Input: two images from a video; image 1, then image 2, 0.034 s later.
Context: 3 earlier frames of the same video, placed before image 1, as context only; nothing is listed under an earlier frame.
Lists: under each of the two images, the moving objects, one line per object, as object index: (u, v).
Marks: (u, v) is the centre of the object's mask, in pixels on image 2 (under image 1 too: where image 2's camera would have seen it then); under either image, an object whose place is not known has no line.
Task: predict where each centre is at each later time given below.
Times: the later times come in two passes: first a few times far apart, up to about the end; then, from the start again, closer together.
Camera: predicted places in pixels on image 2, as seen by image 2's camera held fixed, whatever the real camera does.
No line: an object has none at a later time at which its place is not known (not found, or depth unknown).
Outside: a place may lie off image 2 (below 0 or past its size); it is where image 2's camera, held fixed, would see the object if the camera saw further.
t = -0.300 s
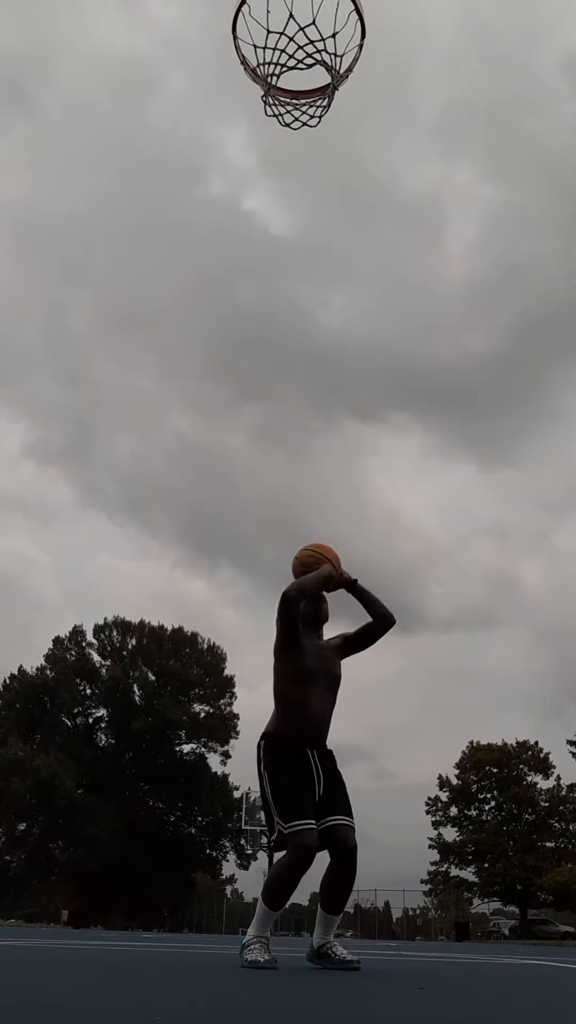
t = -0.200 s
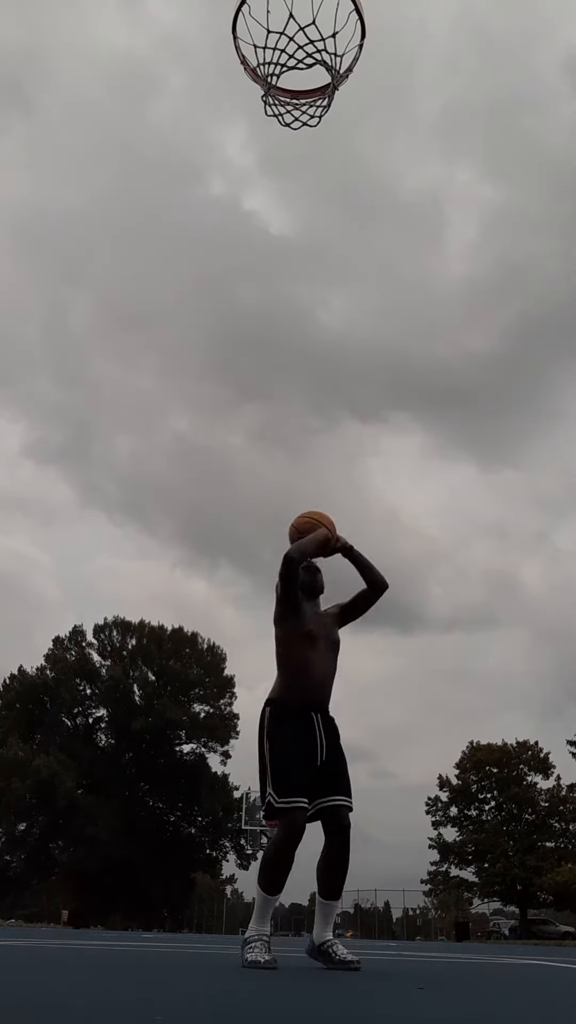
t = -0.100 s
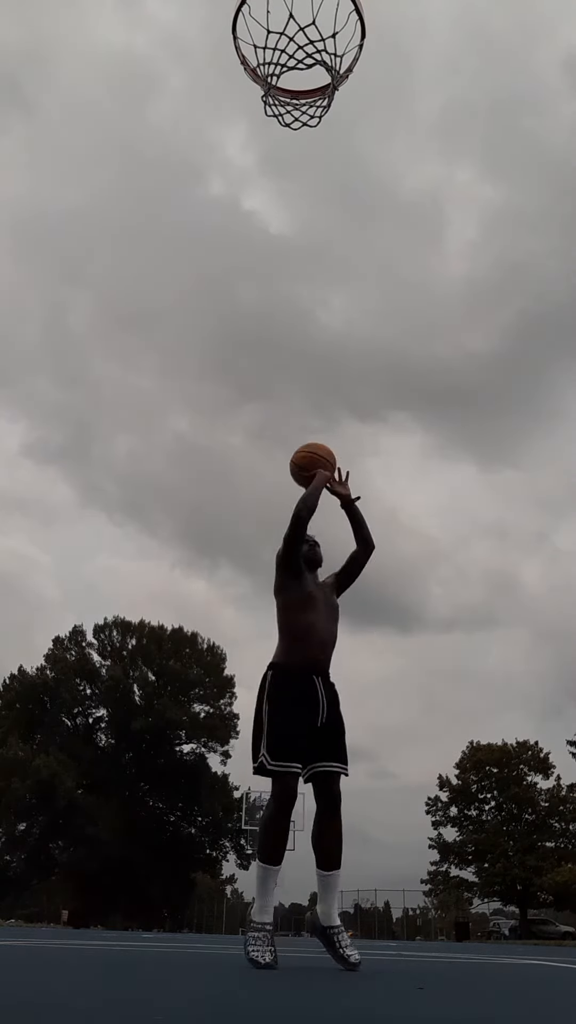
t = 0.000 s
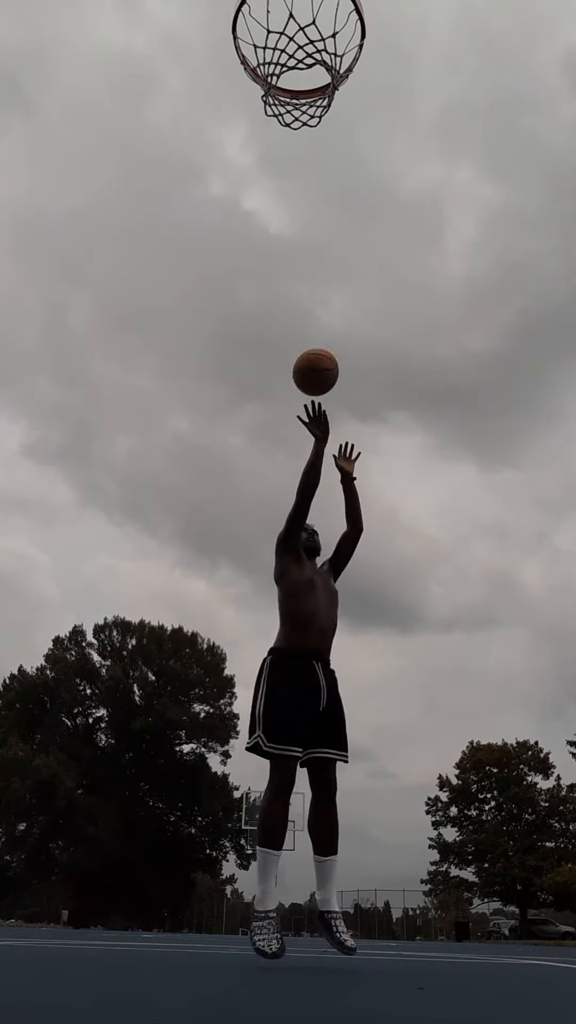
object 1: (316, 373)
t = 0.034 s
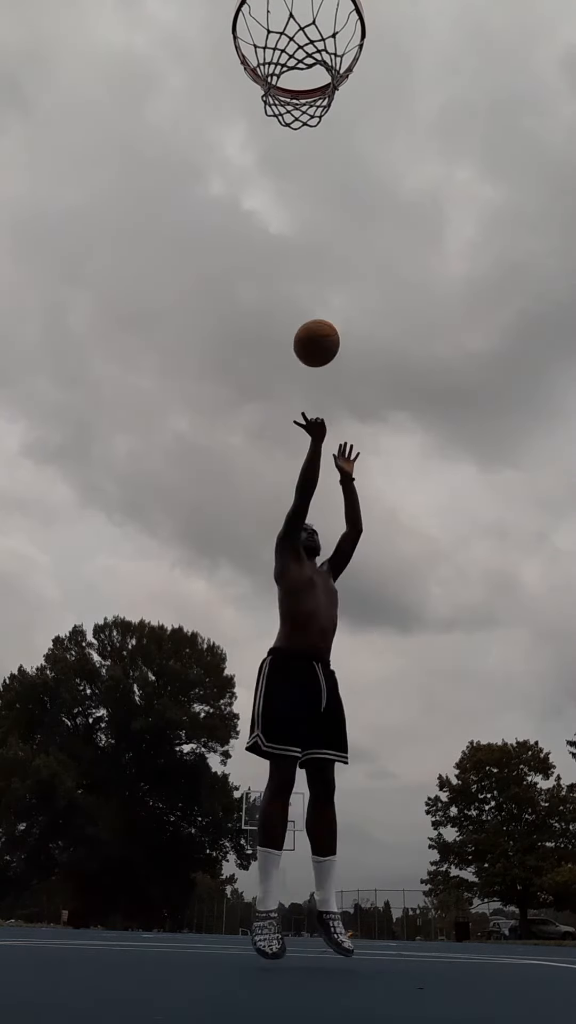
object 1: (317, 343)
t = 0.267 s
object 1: (323, 180)
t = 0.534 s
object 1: (330, 64)
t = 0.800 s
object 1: (299, 22)
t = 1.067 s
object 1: (283, 108)
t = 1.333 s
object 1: (316, 82)
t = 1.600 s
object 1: (277, 99)
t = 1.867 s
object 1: (215, 290)
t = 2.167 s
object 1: (84, 839)
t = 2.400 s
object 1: (125, 407)
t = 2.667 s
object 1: (123, 285)
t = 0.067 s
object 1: (317, 316)
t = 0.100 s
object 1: (318, 290)
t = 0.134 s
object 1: (319, 265)
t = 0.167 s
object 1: (320, 242)
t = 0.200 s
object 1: (321, 220)
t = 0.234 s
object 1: (322, 200)
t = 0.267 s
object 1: (323, 180)
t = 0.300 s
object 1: (324, 162)
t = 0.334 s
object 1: (325, 146)
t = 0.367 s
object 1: (326, 131)
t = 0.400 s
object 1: (327, 116)
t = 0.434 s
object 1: (327, 101)
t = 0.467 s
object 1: (328, 87)
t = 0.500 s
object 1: (329, 74)
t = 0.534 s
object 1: (330, 64)
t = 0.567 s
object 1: (331, 55)
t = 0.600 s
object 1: (332, 46)
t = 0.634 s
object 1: (334, 40)
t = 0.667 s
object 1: (334, 33)
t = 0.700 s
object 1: (335, 29)
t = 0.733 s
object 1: (332, 27)
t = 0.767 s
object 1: (316, 24)
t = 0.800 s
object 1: (299, 22)
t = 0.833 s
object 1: (283, 21)
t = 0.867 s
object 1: (280, 33)
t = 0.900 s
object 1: (277, 52)
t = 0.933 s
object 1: (274, 73)
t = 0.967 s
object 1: (274, 92)
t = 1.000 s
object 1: (275, 103)
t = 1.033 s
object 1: (279, 107)
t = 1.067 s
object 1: (283, 108)
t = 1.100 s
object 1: (288, 107)
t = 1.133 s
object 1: (293, 105)
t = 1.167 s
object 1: (298, 102)
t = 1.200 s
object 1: (303, 99)
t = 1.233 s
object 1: (308, 96)
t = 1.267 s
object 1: (313, 93)
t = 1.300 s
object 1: (316, 88)
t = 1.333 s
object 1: (316, 82)
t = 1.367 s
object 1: (313, 75)
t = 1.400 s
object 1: (309, 71)
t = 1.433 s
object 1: (303, 70)
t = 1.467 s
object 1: (299, 69)
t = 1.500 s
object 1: (294, 74)
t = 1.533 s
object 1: (288, 80)
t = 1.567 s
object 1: (283, 88)
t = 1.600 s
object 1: (277, 99)
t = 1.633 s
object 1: (271, 111)
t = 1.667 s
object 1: (265, 126)
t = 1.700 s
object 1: (258, 144)
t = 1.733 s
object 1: (250, 165)
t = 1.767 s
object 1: (243, 190)
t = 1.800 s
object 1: (234, 219)
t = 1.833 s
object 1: (225, 252)
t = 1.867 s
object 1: (215, 290)
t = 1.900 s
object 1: (205, 335)
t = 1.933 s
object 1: (193, 386)
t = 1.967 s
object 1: (179, 446)
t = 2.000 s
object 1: (164, 516)
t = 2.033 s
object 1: (146, 600)
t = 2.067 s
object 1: (125, 700)
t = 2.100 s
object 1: (100, 820)
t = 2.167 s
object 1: (84, 839)
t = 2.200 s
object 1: (95, 739)
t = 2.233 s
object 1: (104, 657)
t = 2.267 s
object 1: (110, 589)
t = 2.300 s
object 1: (115, 531)
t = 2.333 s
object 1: (120, 483)
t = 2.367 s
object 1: (123, 442)
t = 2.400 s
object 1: (125, 407)
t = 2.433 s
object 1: (127, 377)
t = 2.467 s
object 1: (128, 353)
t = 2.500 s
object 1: (128, 332)
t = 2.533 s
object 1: (128, 316)
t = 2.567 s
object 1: (128, 303)
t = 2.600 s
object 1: (127, 294)
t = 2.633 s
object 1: (125, 288)
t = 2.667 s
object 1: (123, 285)
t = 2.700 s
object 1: (121, 285)
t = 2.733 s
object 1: (118, 288)
